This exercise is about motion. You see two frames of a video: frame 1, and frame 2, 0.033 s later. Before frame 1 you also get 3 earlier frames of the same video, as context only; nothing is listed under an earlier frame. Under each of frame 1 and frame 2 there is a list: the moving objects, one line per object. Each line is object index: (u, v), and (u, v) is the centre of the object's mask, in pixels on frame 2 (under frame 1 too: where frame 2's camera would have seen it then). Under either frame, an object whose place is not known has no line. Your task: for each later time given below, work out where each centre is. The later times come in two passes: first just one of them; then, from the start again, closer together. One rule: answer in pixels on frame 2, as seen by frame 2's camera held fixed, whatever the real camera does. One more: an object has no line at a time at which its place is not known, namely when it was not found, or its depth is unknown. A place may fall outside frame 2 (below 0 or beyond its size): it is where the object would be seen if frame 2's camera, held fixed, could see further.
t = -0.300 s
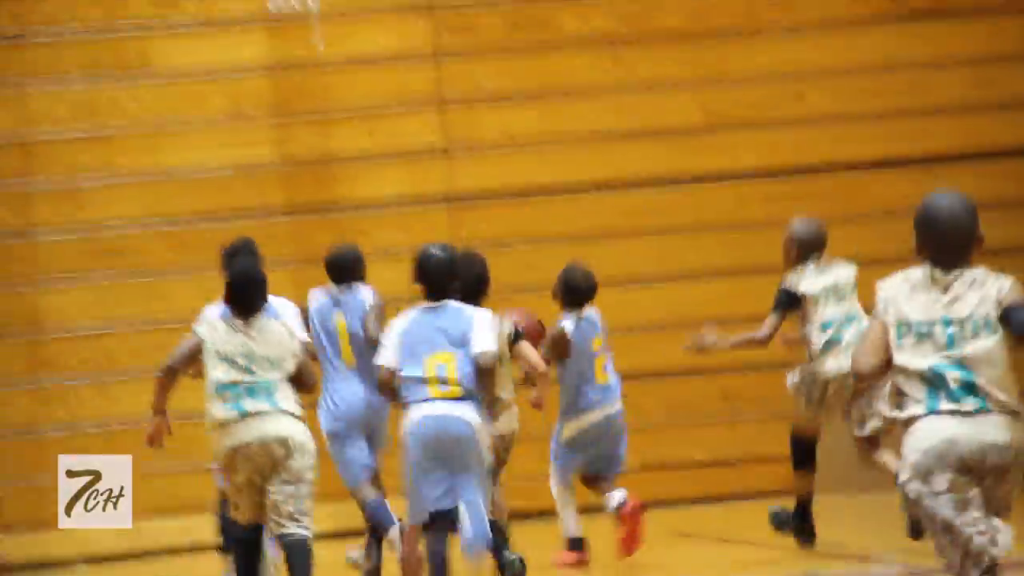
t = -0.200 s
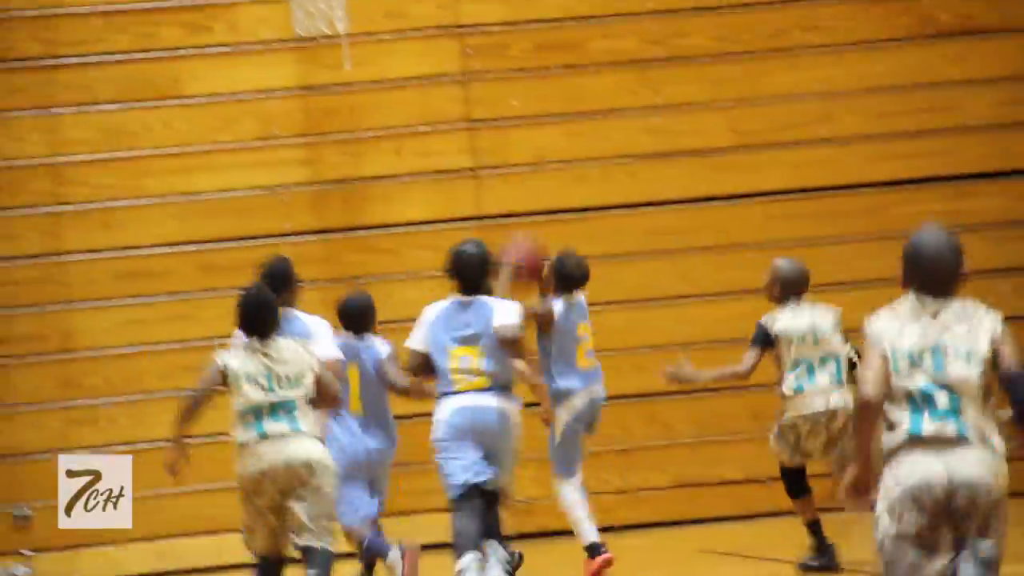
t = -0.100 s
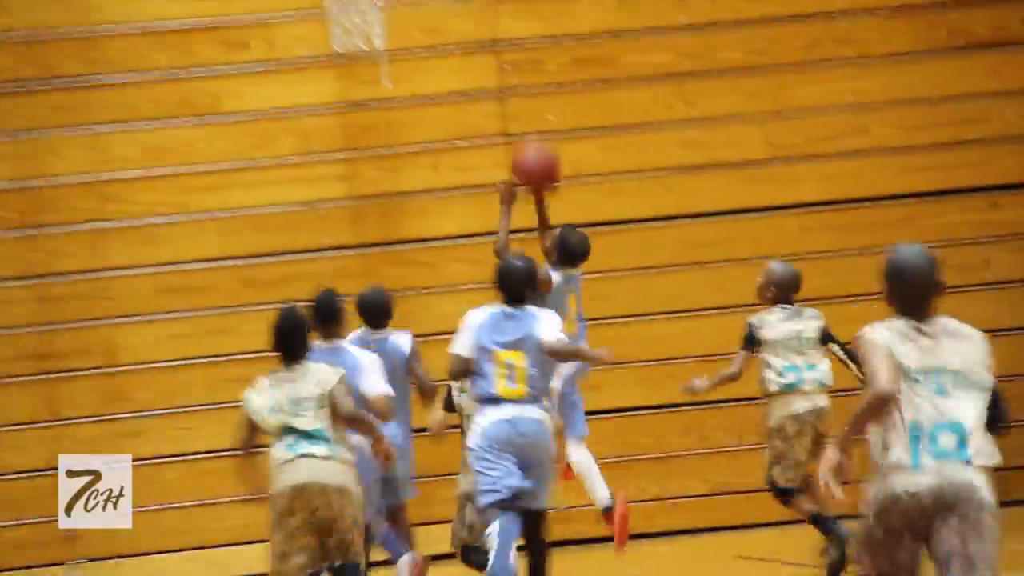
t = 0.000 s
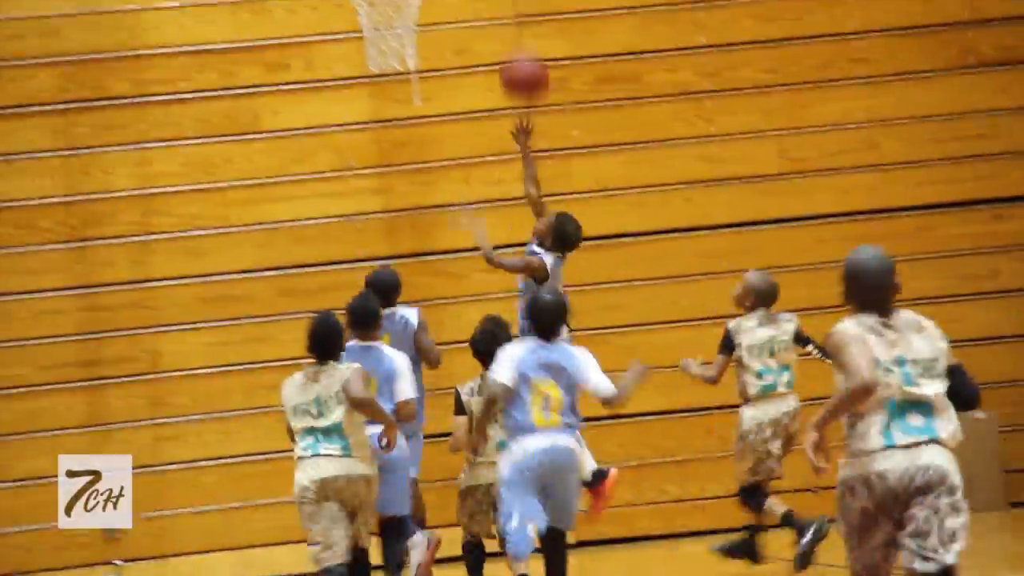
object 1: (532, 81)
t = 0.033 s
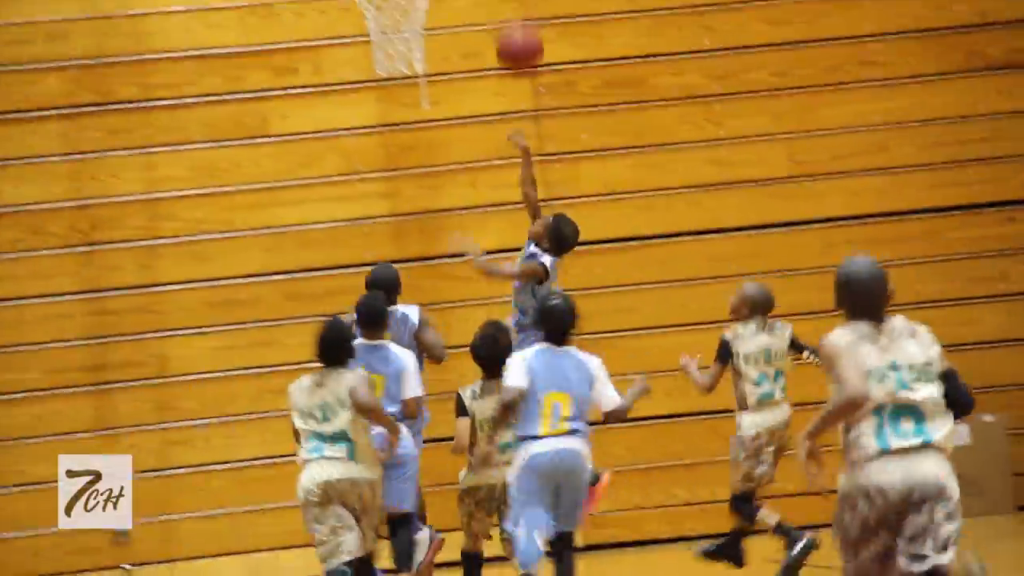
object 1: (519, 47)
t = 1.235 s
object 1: (415, 156)
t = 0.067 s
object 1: (506, 17)
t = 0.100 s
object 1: (496, 1)
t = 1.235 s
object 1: (415, 156)
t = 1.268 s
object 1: (421, 180)
